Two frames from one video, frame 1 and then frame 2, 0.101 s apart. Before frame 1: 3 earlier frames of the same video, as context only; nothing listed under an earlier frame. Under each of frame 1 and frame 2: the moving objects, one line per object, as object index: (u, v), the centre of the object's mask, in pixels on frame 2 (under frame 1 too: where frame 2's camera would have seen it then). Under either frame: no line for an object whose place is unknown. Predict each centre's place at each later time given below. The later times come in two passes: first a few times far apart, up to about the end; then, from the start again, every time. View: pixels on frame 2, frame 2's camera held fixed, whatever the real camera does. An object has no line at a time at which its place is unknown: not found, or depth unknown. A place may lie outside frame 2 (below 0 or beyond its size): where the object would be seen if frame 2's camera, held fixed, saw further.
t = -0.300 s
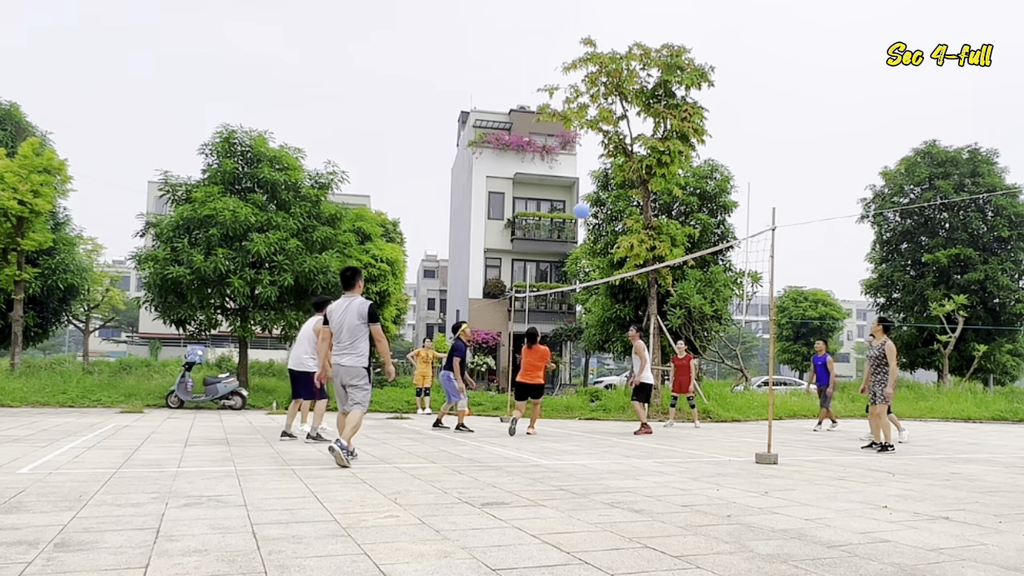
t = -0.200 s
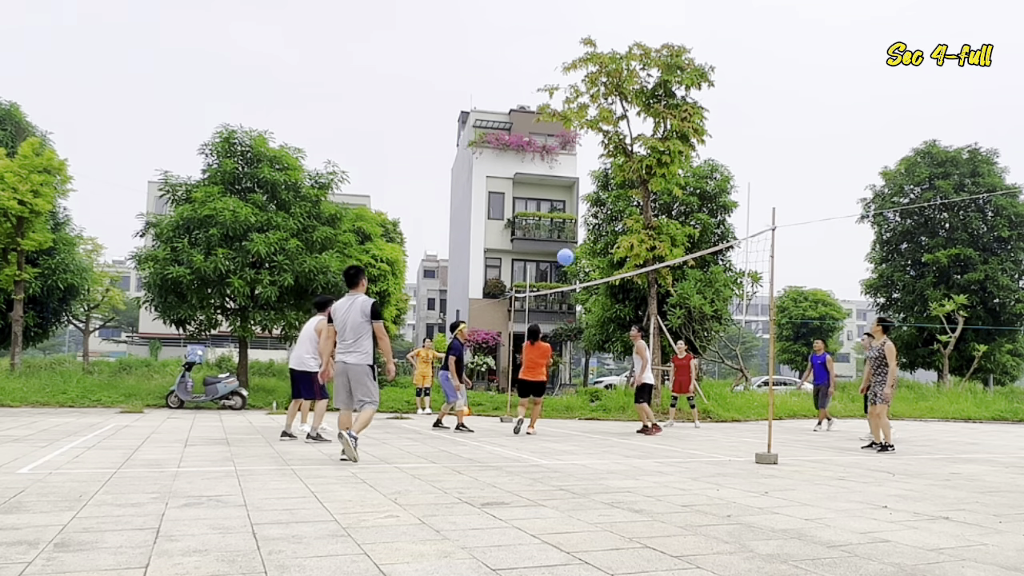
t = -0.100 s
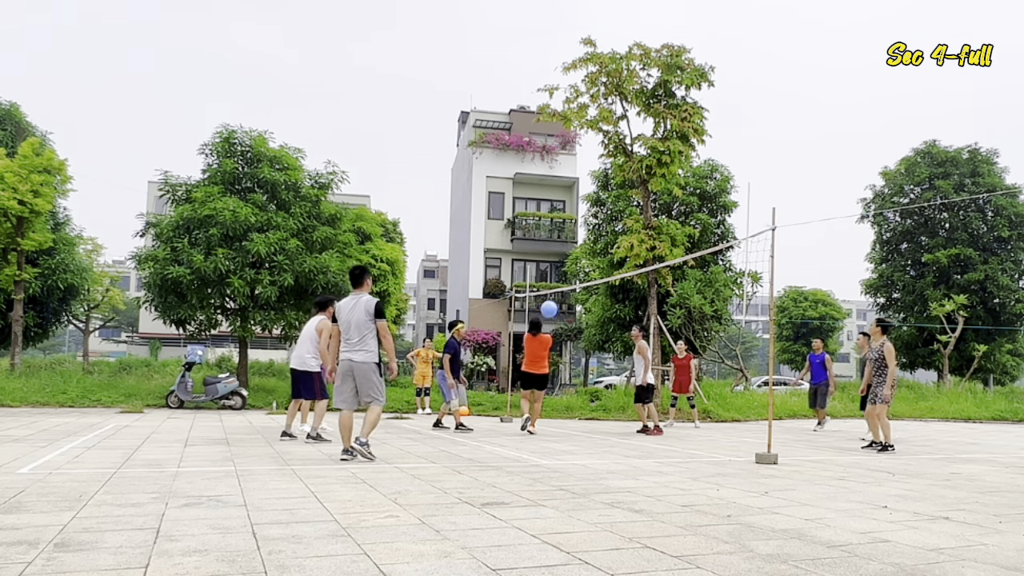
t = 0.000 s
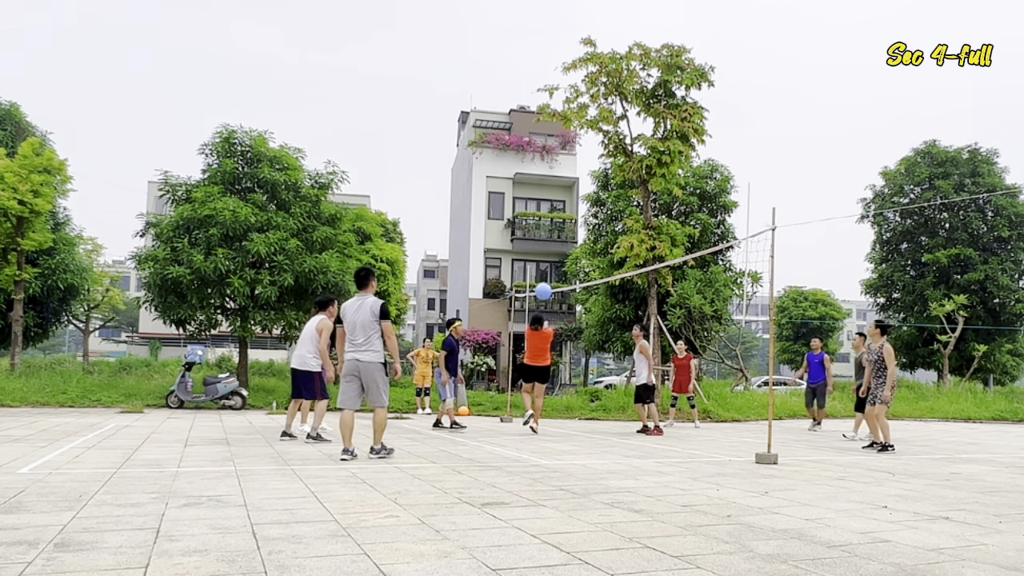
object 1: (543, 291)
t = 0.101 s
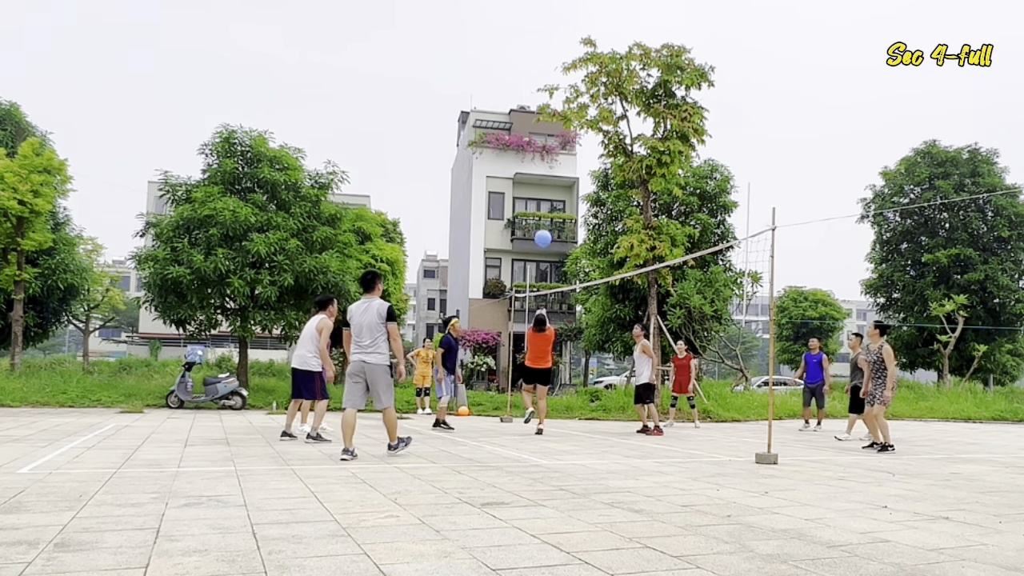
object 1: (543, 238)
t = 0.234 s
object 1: (543, 180)
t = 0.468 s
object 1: (543, 111)
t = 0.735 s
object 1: (541, 78)
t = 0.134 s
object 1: (543, 223)
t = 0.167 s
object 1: (543, 207)
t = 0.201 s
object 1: (543, 193)
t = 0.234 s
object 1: (543, 180)
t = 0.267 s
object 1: (543, 168)
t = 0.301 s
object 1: (543, 156)
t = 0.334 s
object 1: (543, 145)
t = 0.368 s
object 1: (543, 135)
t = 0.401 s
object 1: (543, 126)
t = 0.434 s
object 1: (543, 118)
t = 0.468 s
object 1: (543, 111)
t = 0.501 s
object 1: (543, 104)
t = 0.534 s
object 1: (543, 98)
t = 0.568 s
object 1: (543, 93)
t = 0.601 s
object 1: (542, 88)
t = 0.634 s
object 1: (542, 85)
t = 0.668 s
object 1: (542, 82)
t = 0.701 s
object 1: (542, 80)
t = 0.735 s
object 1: (541, 78)
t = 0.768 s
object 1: (541, 78)
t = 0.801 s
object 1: (541, 78)
